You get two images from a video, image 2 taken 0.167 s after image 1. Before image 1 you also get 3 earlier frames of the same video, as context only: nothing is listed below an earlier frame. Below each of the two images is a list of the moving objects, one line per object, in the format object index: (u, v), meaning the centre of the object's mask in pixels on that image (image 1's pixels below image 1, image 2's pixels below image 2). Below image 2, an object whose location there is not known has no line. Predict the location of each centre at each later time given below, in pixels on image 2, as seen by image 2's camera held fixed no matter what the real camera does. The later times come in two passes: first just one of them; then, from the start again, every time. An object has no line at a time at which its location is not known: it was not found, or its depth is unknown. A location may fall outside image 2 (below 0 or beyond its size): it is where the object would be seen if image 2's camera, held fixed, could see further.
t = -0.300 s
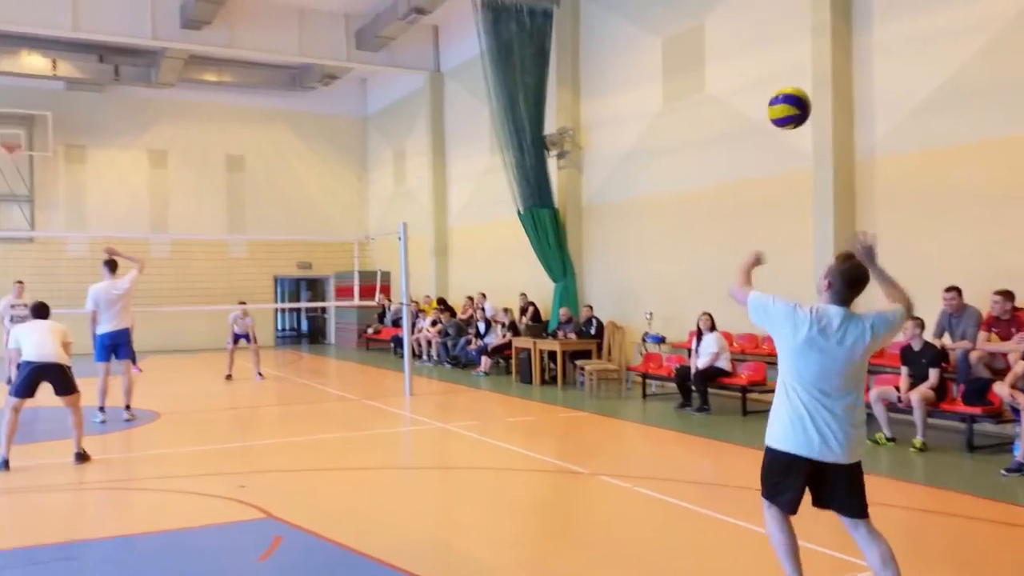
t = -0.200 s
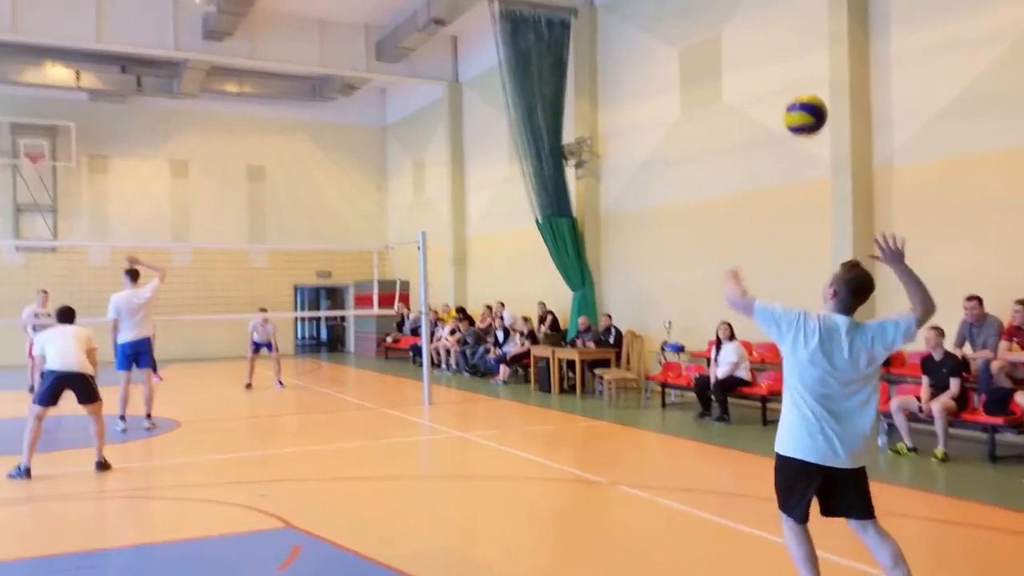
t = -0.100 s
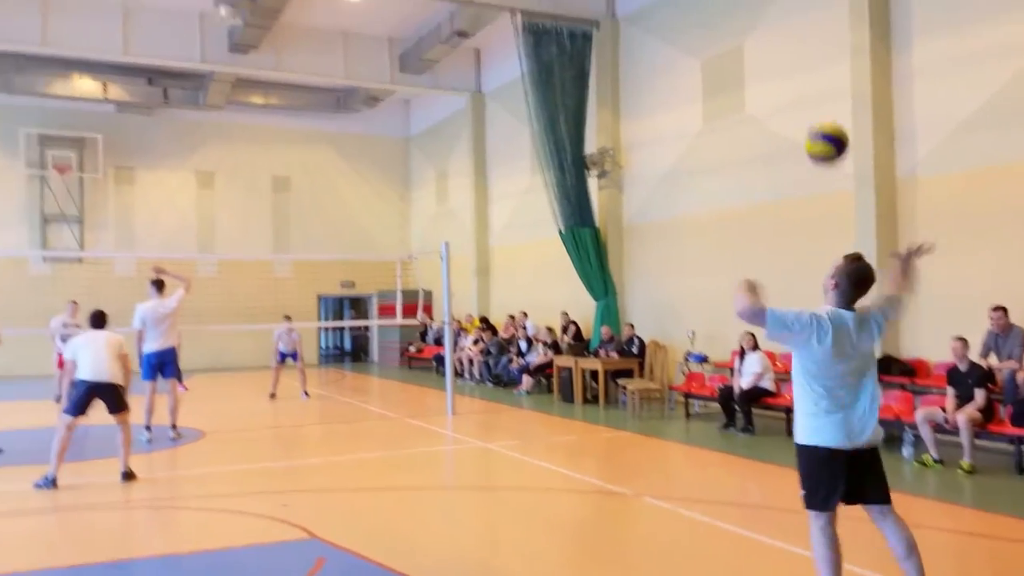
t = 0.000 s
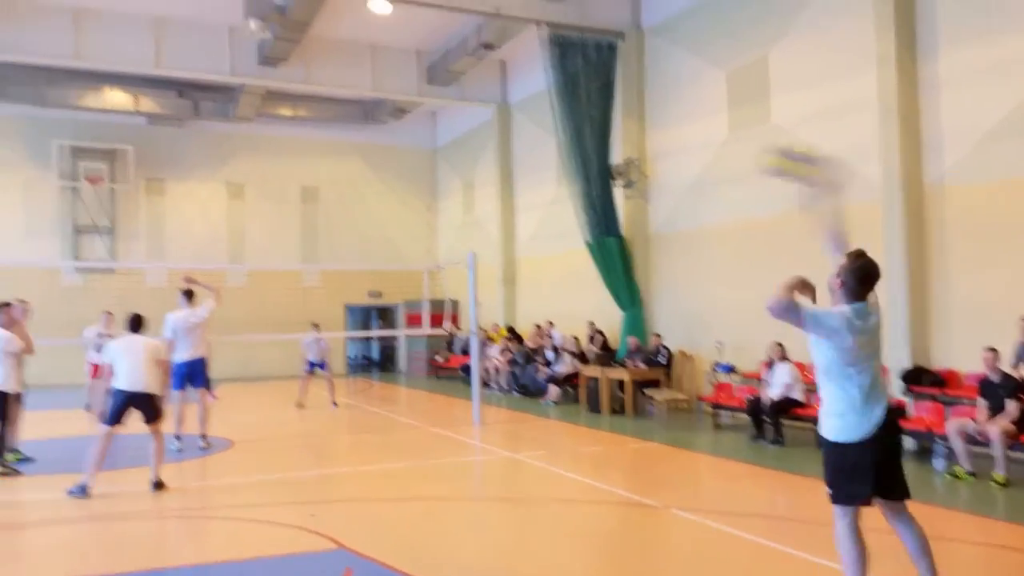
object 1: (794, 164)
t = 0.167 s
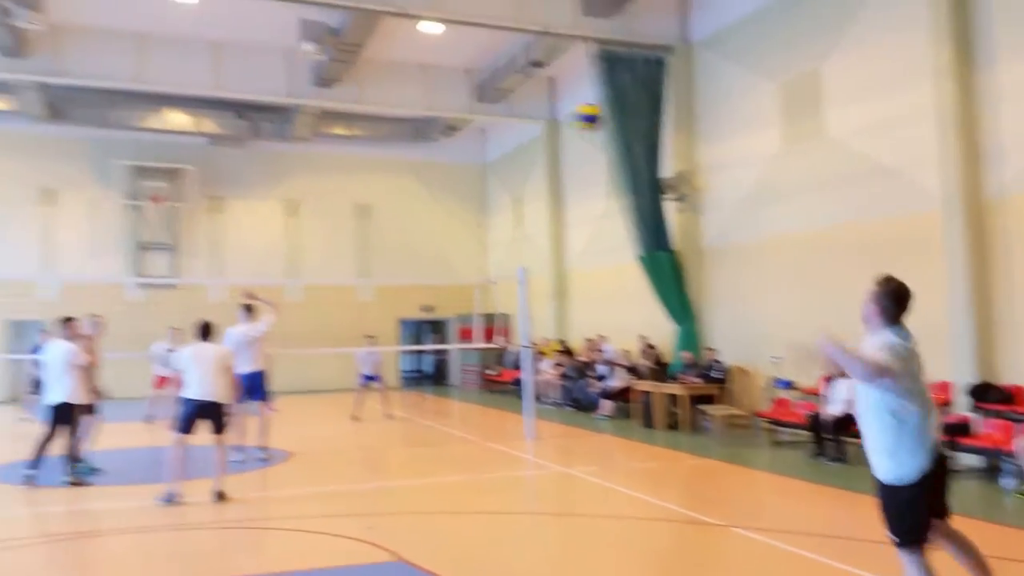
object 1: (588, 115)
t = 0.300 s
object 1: (477, 102)
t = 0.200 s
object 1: (555, 110)
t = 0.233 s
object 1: (526, 107)
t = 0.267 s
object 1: (500, 103)
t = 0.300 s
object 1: (477, 102)
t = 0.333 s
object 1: (456, 102)
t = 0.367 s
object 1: (437, 102)
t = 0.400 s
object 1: (419, 104)
